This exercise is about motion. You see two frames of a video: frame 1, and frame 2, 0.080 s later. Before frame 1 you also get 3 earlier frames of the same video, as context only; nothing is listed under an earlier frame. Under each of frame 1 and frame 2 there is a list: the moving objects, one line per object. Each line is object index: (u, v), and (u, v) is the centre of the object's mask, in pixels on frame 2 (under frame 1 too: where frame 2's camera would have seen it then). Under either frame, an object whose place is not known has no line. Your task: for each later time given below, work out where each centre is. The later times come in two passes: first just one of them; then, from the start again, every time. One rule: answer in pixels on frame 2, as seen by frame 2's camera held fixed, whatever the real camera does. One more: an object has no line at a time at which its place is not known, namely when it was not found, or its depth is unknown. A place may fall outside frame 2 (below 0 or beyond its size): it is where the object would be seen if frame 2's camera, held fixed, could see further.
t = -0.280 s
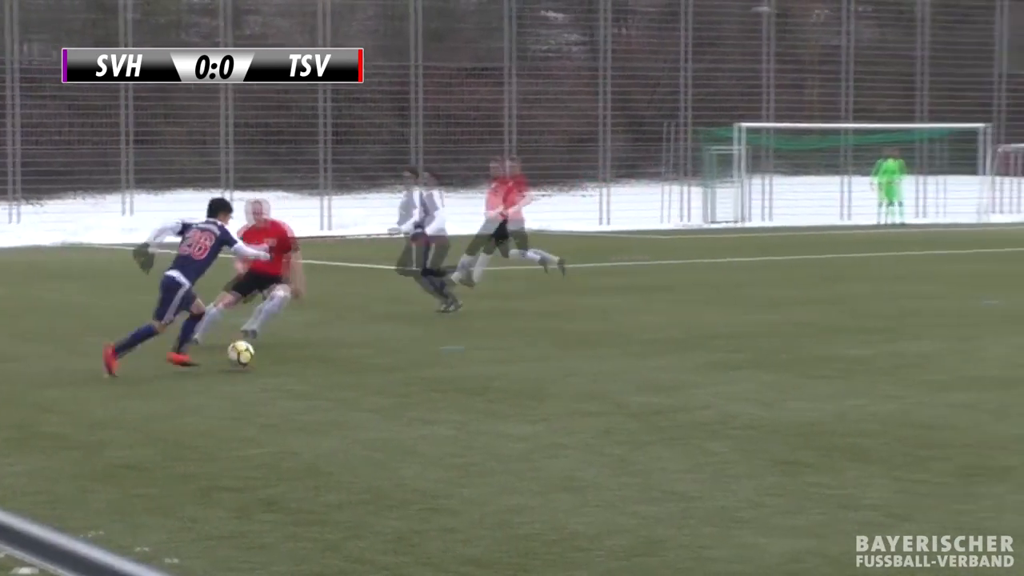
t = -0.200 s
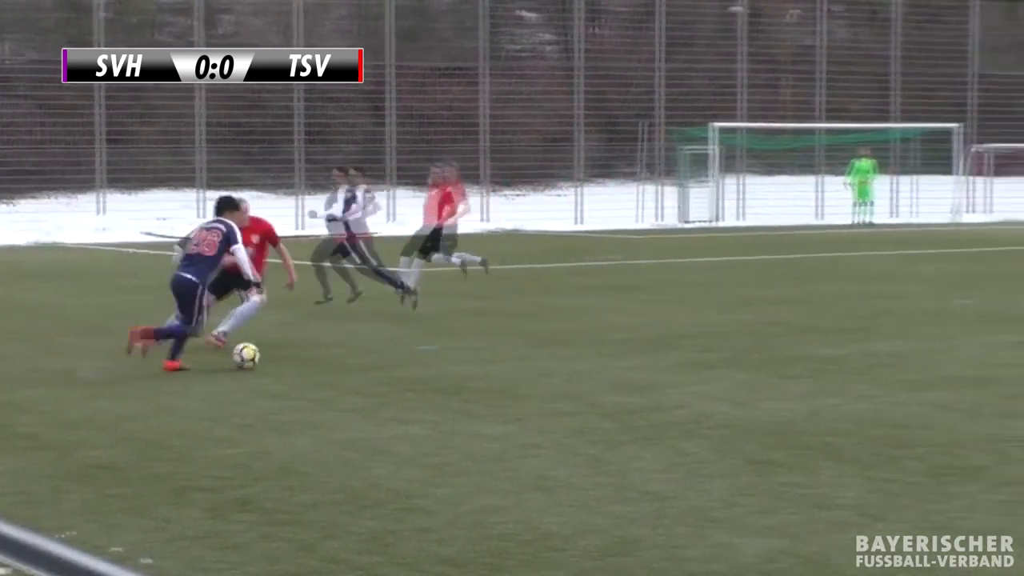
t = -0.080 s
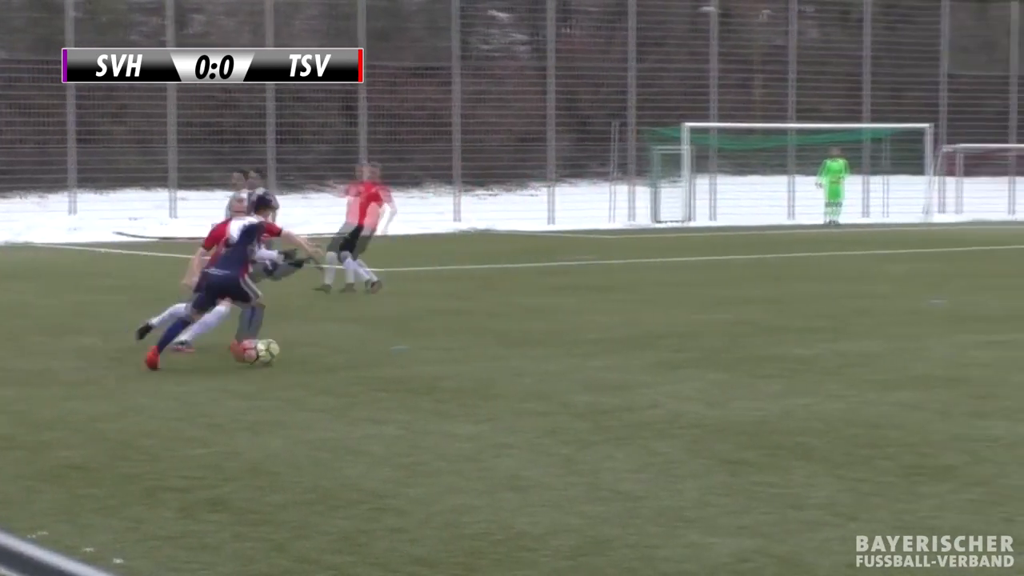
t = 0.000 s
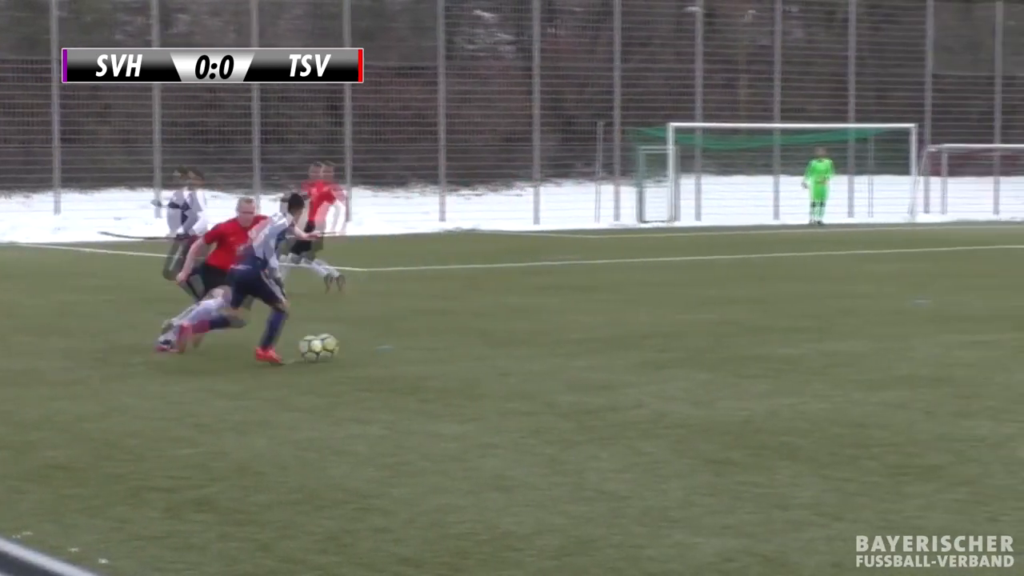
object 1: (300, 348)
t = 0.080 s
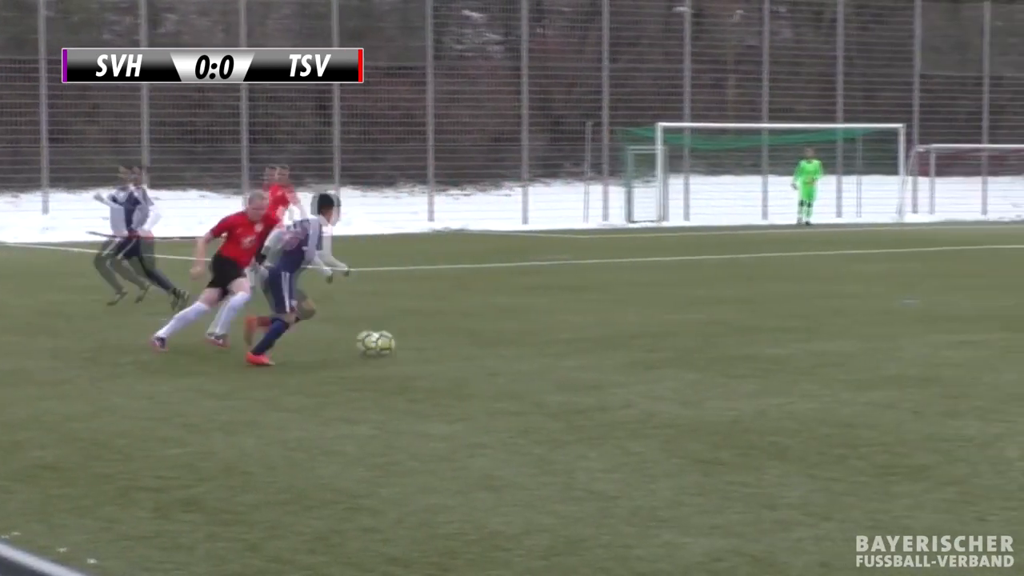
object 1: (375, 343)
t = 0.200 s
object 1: (469, 337)
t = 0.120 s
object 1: (407, 343)
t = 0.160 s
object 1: (438, 339)
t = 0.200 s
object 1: (469, 337)
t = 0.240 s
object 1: (497, 337)
